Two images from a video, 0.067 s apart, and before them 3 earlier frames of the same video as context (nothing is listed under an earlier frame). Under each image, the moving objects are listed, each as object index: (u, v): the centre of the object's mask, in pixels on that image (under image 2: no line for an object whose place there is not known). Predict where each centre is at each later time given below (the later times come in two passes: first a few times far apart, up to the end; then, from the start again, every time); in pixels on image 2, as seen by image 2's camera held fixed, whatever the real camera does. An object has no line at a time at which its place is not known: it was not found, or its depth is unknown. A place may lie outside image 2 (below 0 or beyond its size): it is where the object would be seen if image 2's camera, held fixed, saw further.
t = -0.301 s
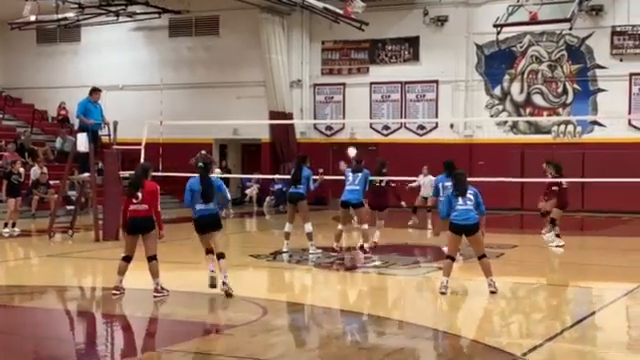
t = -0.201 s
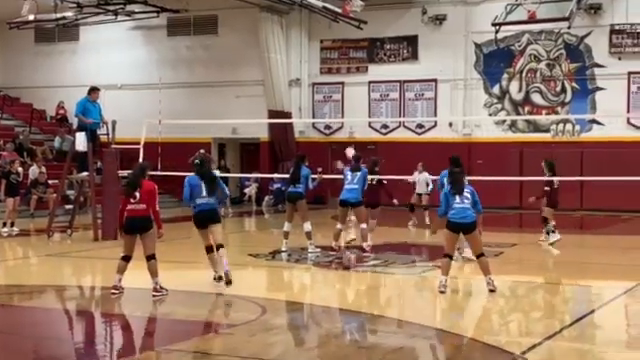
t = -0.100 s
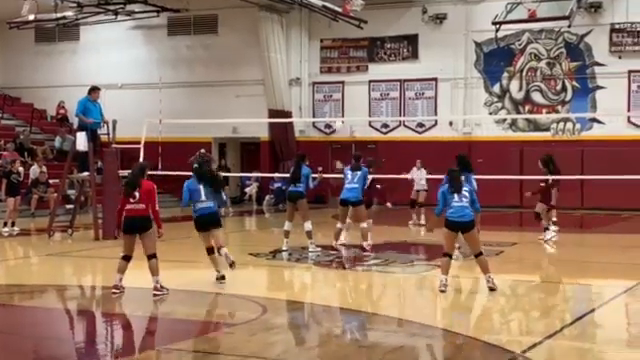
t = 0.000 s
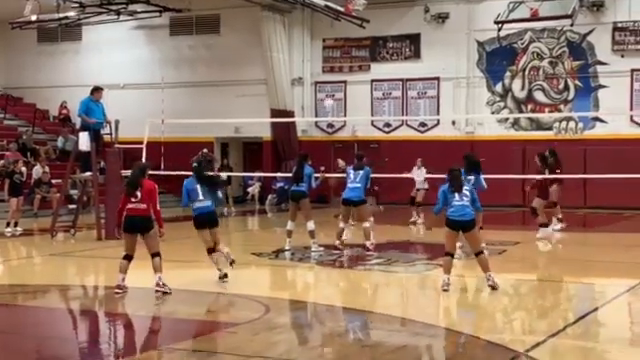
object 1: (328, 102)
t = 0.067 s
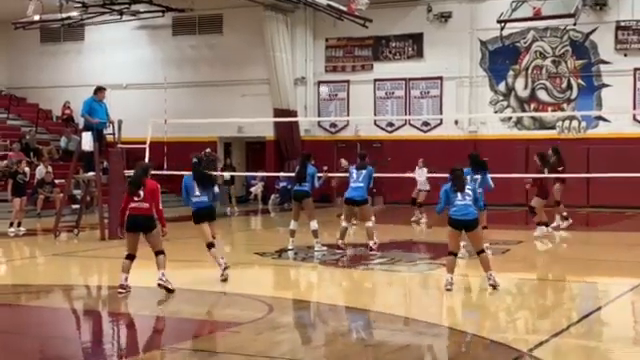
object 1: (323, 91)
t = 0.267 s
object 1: (300, 63)
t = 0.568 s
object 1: (261, 59)
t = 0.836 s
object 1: (227, 87)
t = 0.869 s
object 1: (224, 92)
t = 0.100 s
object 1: (319, 83)
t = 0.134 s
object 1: (316, 79)
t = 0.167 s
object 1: (311, 74)
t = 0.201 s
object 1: (307, 69)
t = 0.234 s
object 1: (303, 66)
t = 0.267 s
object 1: (300, 63)
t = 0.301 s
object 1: (295, 60)
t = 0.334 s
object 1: (291, 58)
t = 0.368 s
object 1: (286, 56)
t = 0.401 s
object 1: (282, 55)
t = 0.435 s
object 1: (278, 55)
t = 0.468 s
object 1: (274, 55)
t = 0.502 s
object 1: (271, 55)
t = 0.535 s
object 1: (265, 57)
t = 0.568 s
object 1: (261, 59)
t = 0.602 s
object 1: (257, 60)
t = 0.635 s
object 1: (253, 62)
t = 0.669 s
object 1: (249, 65)
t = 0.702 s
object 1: (244, 69)
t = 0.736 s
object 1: (240, 72)
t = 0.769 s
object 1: (236, 77)
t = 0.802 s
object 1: (232, 81)
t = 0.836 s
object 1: (227, 87)
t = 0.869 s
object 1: (224, 92)
